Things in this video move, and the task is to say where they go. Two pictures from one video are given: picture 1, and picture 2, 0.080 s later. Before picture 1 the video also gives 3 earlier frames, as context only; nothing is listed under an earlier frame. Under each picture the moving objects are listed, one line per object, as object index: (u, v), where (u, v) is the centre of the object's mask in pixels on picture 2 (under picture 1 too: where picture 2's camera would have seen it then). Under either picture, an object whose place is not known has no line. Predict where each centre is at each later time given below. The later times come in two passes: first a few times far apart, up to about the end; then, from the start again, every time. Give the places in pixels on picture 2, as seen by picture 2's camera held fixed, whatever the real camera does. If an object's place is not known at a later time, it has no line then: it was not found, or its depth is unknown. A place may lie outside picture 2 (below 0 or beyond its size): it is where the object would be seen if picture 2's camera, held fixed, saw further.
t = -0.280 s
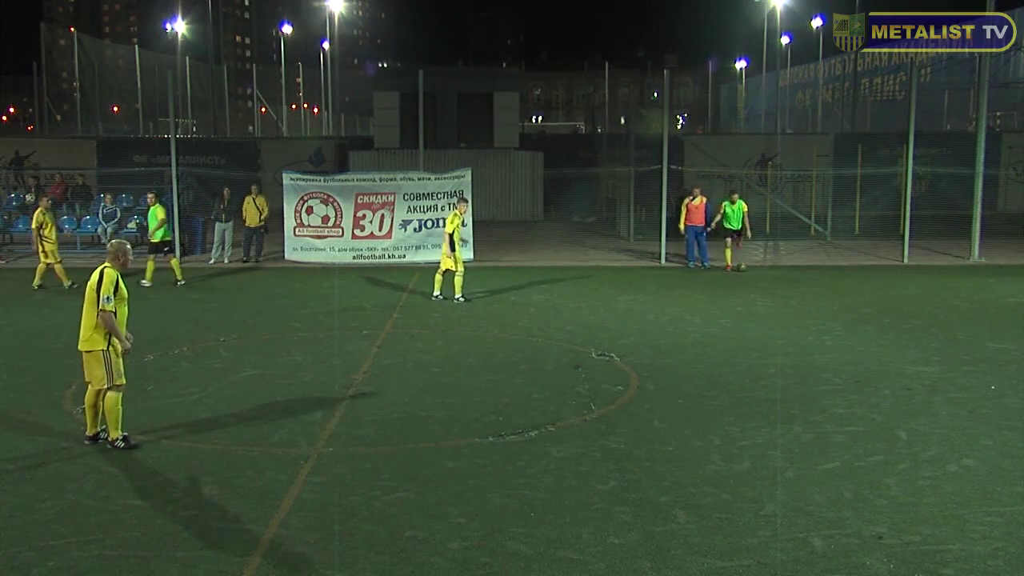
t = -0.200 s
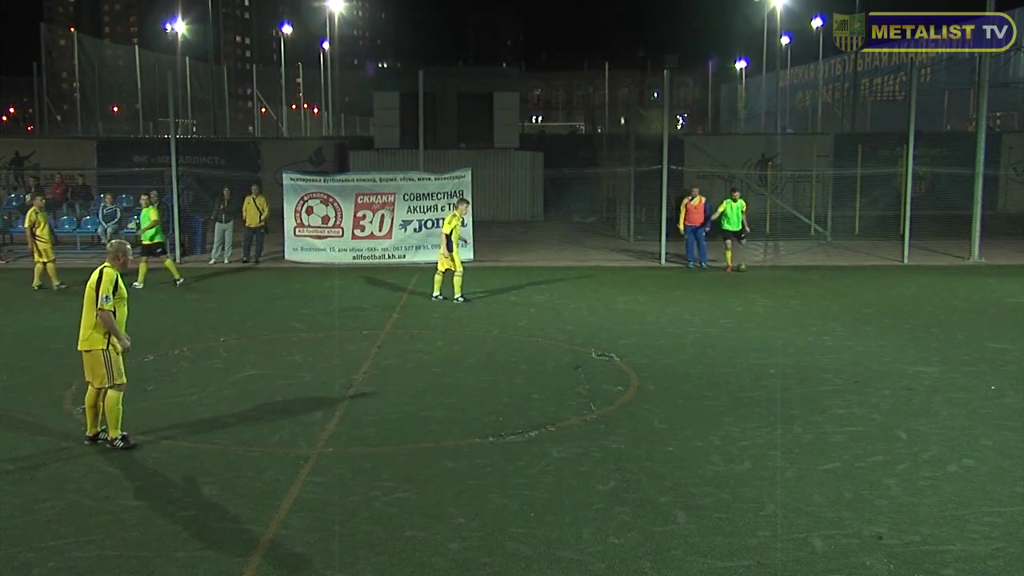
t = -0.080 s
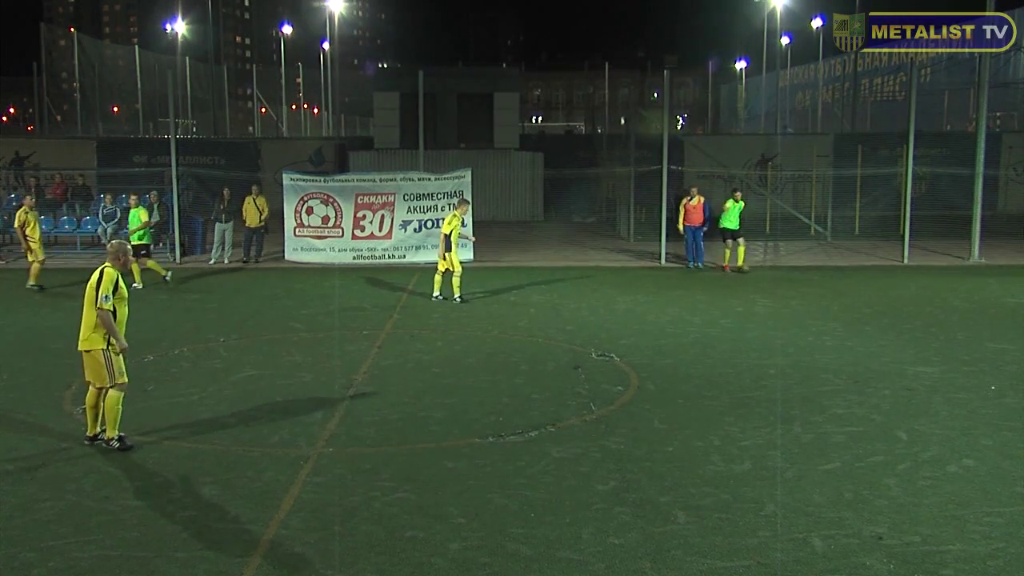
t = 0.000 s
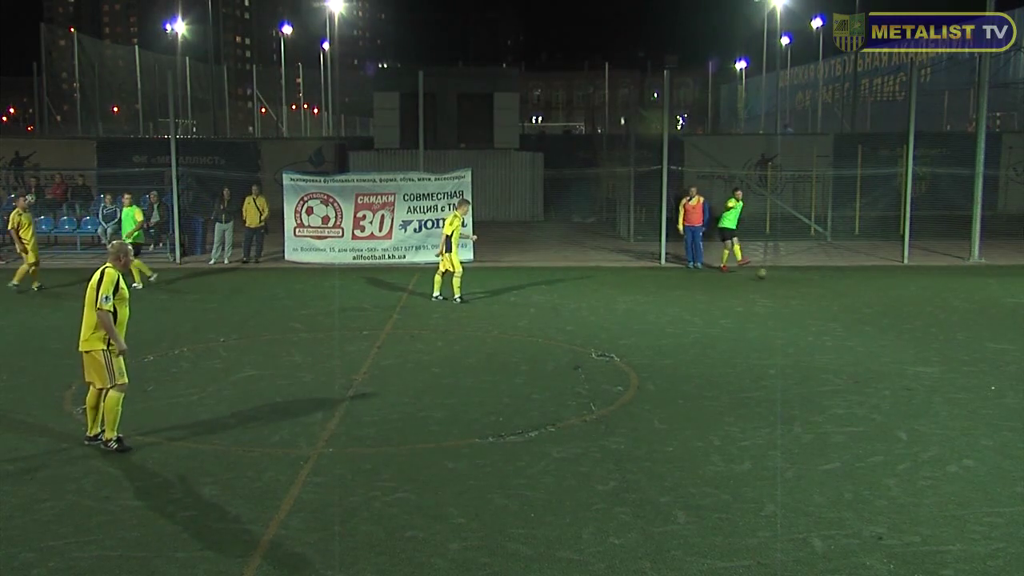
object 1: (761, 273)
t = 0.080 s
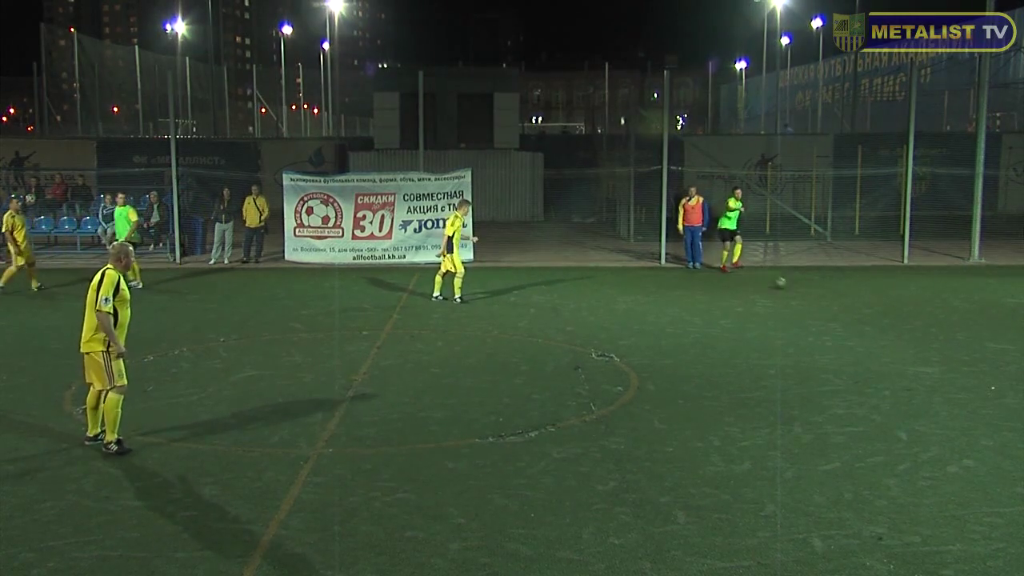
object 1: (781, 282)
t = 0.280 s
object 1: (837, 306)
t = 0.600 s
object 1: (958, 358)
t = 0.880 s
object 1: (1107, 423)
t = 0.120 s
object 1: (791, 286)
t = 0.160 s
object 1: (801, 290)
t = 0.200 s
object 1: (813, 296)
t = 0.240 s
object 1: (825, 302)
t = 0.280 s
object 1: (837, 306)
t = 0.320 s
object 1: (850, 312)
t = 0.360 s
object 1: (863, 317)
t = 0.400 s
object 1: (877, 324)
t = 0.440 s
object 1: (893, 331)
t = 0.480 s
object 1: (907, 337)
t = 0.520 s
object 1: (924, 344)
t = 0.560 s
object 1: (940, 351)
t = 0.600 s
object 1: (958, 358)
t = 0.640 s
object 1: (976, 366)
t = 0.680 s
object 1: (995, 375)
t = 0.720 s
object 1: (1015, 385)
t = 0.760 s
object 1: (1037, 393)
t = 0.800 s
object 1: (1059, 403)
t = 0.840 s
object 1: (1083, 413)
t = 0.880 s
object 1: (1107, 423)
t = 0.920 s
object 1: (1134, 435)
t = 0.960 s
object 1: (1161, 445)
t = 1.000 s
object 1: (1190, 454)
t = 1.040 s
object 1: (1221, 468)
